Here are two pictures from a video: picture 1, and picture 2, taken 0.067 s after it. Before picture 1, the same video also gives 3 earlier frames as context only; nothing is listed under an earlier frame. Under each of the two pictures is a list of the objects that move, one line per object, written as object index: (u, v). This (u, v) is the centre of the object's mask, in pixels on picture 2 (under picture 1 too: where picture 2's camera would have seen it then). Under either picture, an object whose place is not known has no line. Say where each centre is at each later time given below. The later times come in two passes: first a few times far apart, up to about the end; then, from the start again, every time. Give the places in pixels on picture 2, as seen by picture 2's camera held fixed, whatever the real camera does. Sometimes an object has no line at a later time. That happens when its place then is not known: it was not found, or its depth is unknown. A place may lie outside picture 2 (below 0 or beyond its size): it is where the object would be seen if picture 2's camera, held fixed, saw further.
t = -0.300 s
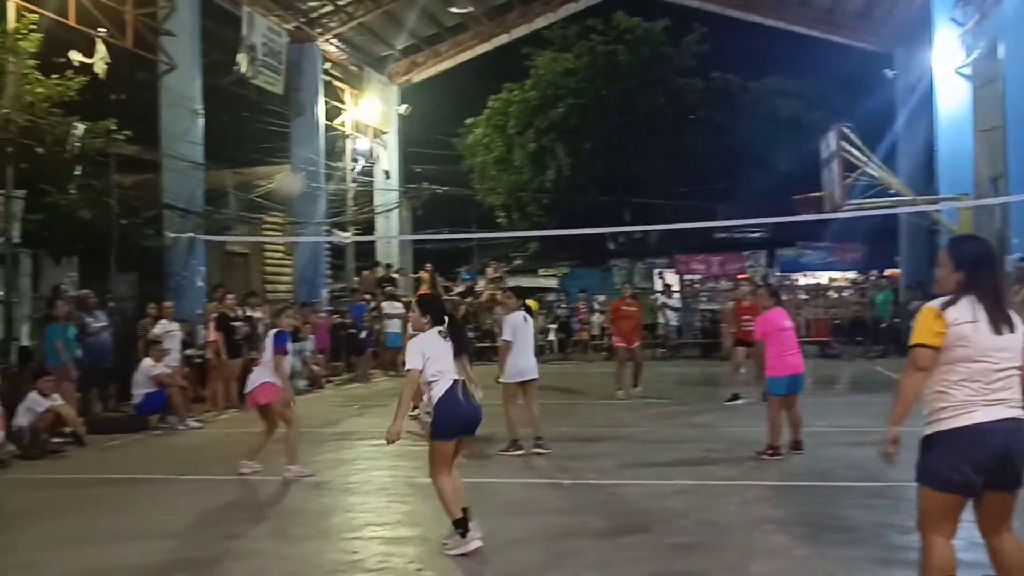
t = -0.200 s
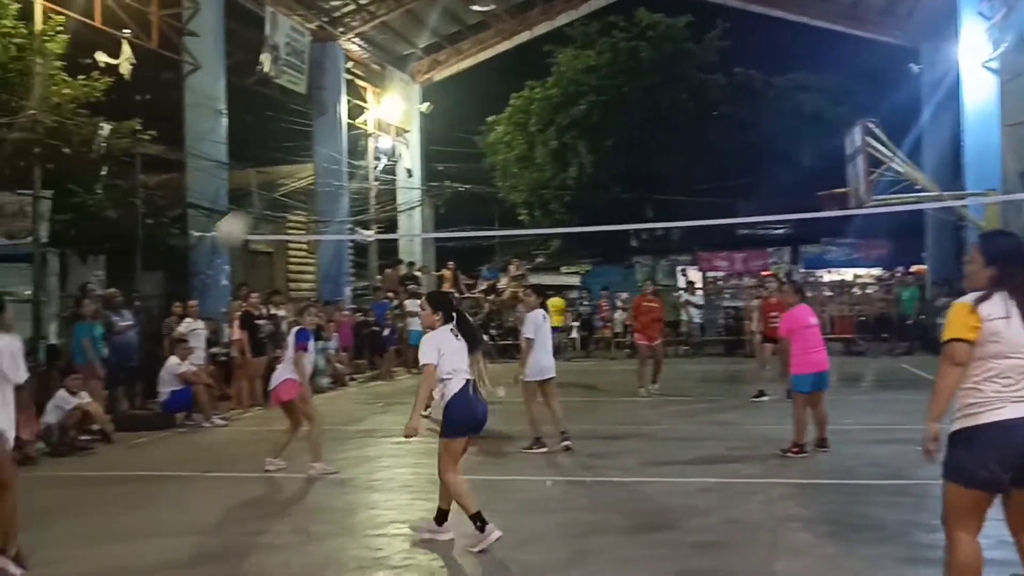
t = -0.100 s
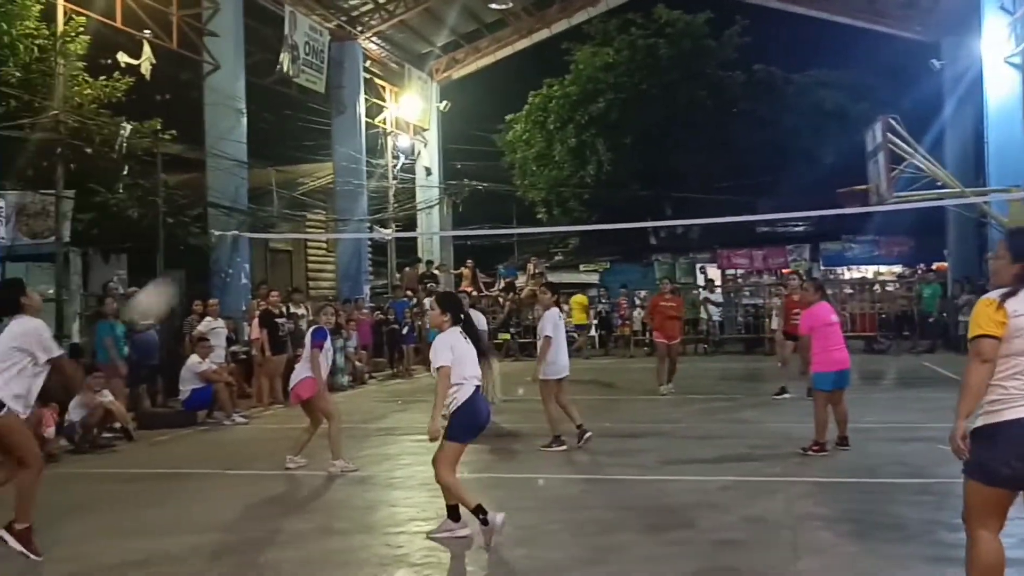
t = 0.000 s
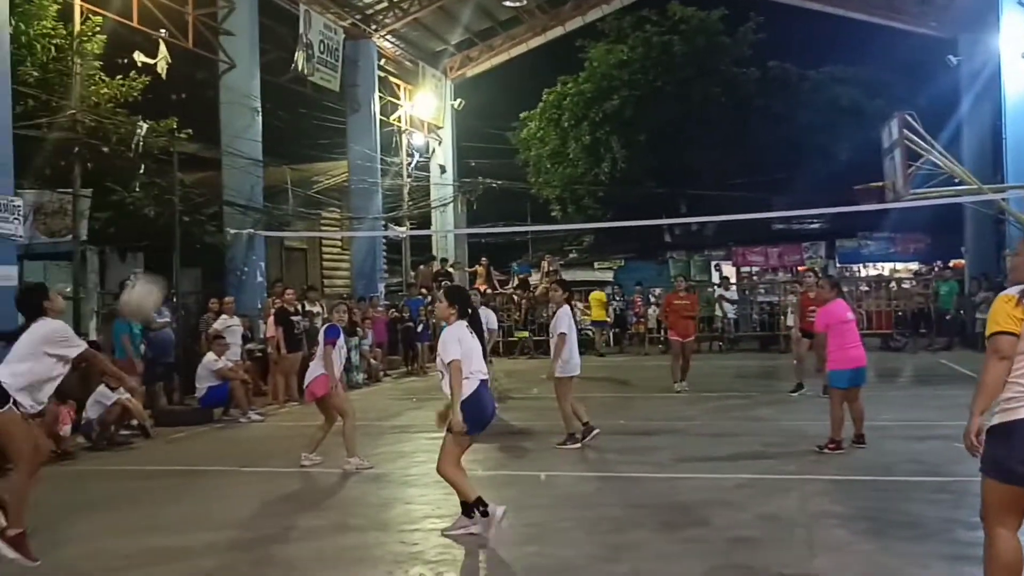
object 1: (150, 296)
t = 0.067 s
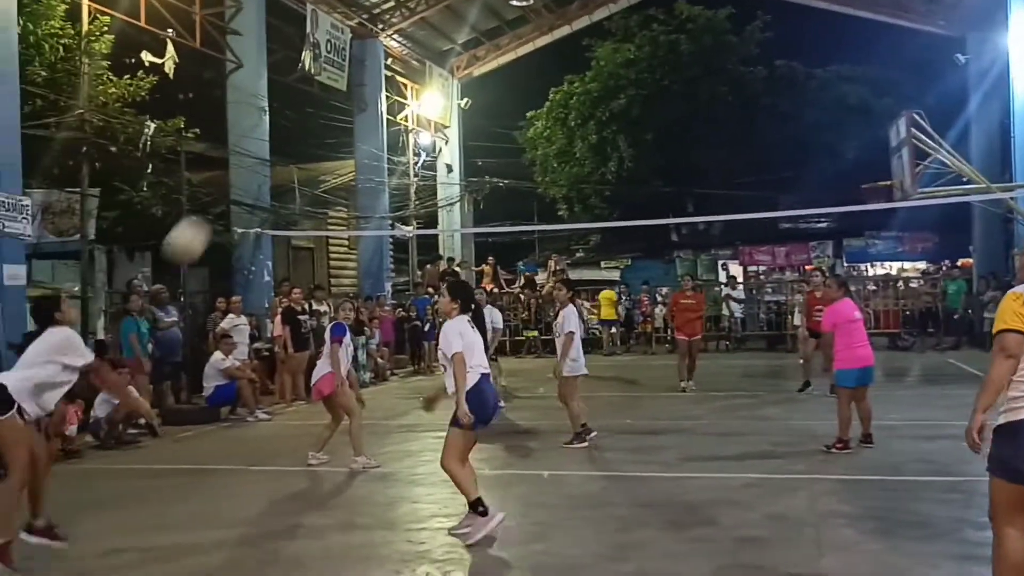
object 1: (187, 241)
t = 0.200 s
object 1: (267, 147)
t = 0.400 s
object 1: (382, 68)
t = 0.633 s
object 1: (528, 69)
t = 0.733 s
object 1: (594, 101)
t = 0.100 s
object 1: (206, 215)
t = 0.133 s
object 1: (225, 191)
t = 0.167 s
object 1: (243, 170)
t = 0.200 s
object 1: (267, 147)
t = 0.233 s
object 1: (286, 129)
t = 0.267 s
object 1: (303, 114)
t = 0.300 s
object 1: (320, 103)
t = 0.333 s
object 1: (341, 90)
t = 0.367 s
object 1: (362, 78)
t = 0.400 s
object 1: (382, 68)
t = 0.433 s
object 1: (406, 62)
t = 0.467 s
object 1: (423, 61)
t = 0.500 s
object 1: (444, 57)
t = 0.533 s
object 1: (465, 57)
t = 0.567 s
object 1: (486, 57)
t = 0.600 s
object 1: (507, 61)
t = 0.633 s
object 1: (528, 69)
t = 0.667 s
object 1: (549, 77)
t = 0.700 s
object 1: (571, 88)
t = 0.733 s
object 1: (594, 101)
